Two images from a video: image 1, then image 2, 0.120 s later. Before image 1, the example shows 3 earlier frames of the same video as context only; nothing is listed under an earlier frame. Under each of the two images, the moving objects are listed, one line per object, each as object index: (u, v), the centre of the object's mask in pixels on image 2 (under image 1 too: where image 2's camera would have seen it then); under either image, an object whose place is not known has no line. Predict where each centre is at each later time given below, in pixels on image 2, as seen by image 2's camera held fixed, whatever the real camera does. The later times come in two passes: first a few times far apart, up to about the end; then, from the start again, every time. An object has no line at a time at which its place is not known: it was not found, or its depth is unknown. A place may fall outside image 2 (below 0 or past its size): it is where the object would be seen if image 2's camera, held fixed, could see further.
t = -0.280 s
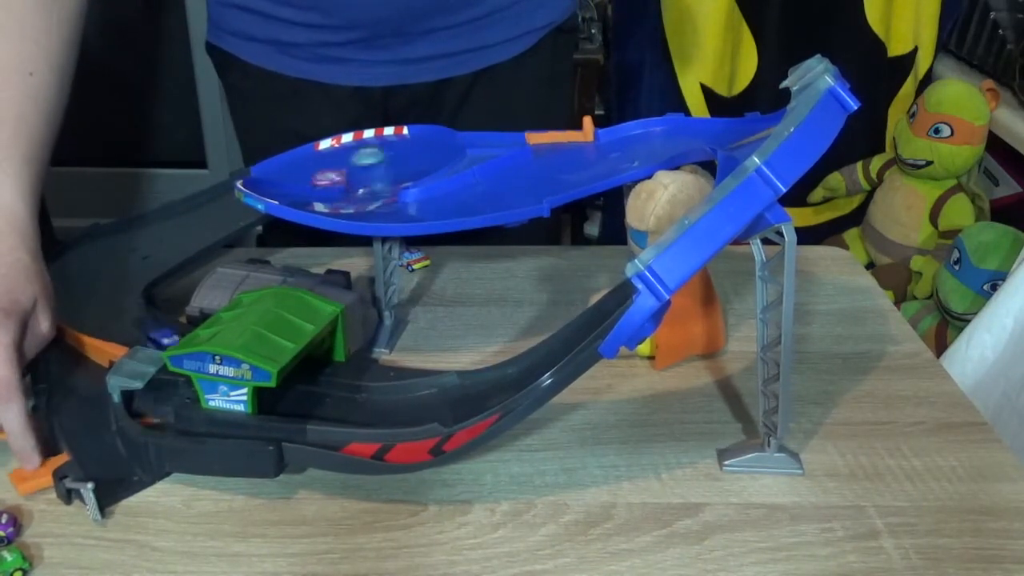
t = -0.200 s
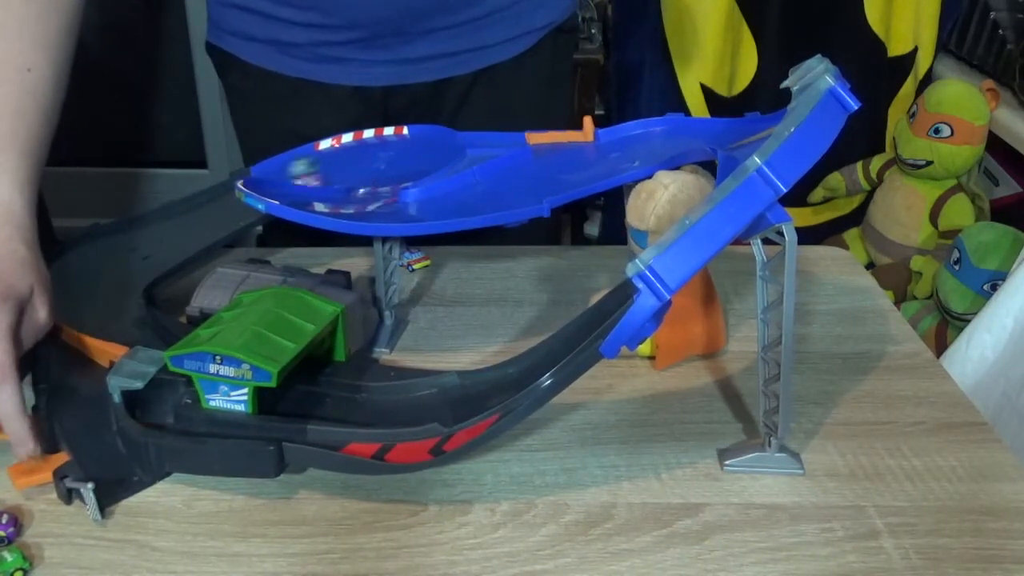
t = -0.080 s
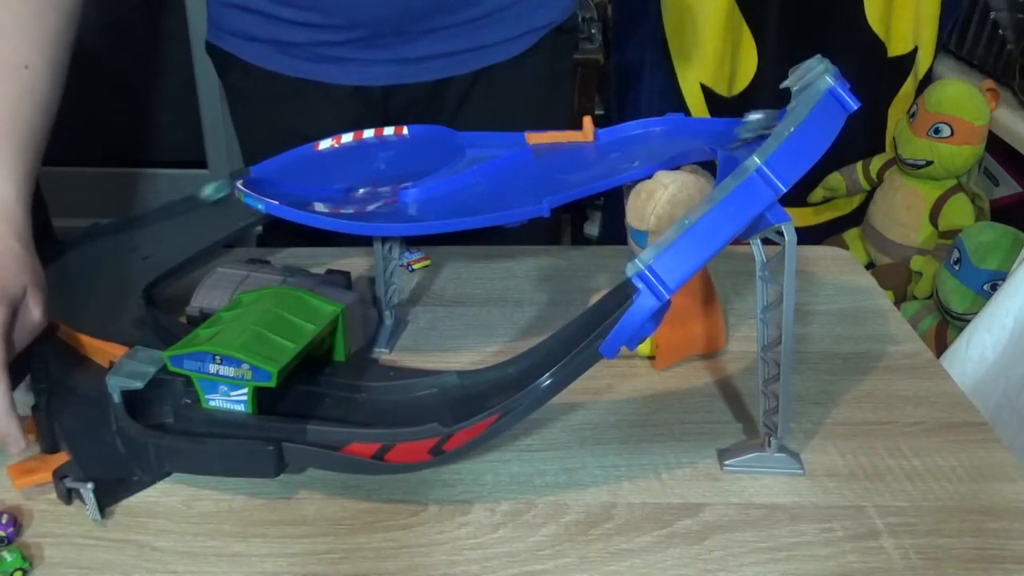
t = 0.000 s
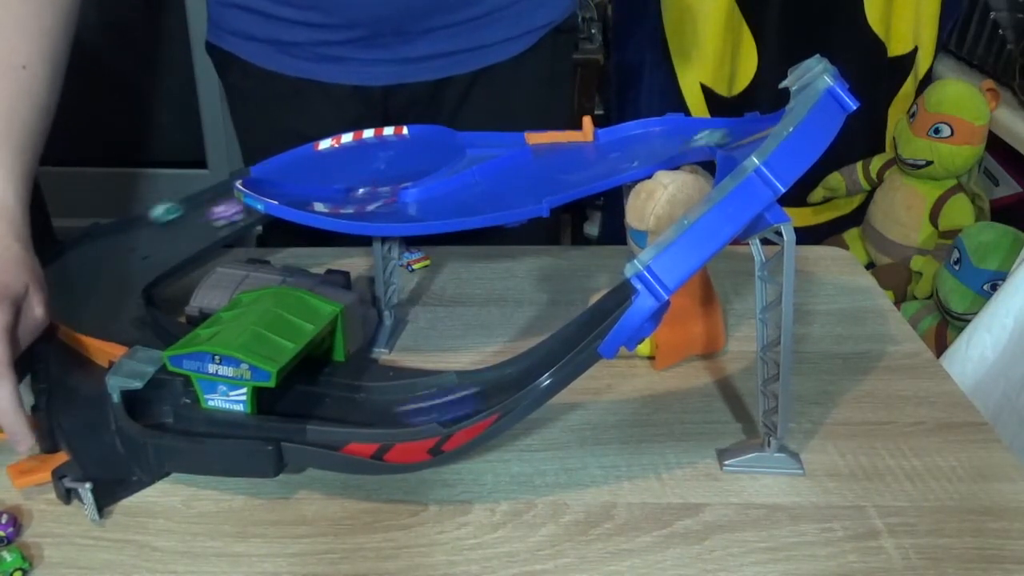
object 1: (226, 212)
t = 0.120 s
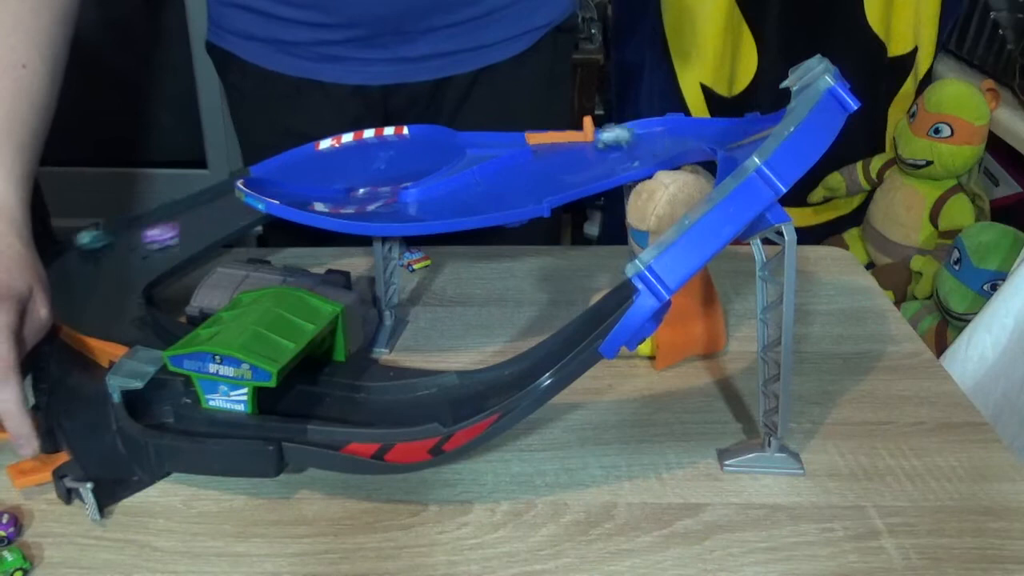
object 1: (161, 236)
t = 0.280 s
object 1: (83, 263)
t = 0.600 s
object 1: (96, 319)
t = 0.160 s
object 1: (138, 242)
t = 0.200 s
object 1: (119, 249)
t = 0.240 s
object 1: (97, 256)
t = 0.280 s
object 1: (83, 263)
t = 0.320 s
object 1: (73, 269)
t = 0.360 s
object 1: (67, 275)
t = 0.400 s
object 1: (63, 283)
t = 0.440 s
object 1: (62, 290)
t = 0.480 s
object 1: (67, 298)
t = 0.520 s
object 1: (74, 305)
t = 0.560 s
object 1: (82, 311)
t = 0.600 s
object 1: (96, 319)
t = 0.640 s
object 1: (113, 322)
